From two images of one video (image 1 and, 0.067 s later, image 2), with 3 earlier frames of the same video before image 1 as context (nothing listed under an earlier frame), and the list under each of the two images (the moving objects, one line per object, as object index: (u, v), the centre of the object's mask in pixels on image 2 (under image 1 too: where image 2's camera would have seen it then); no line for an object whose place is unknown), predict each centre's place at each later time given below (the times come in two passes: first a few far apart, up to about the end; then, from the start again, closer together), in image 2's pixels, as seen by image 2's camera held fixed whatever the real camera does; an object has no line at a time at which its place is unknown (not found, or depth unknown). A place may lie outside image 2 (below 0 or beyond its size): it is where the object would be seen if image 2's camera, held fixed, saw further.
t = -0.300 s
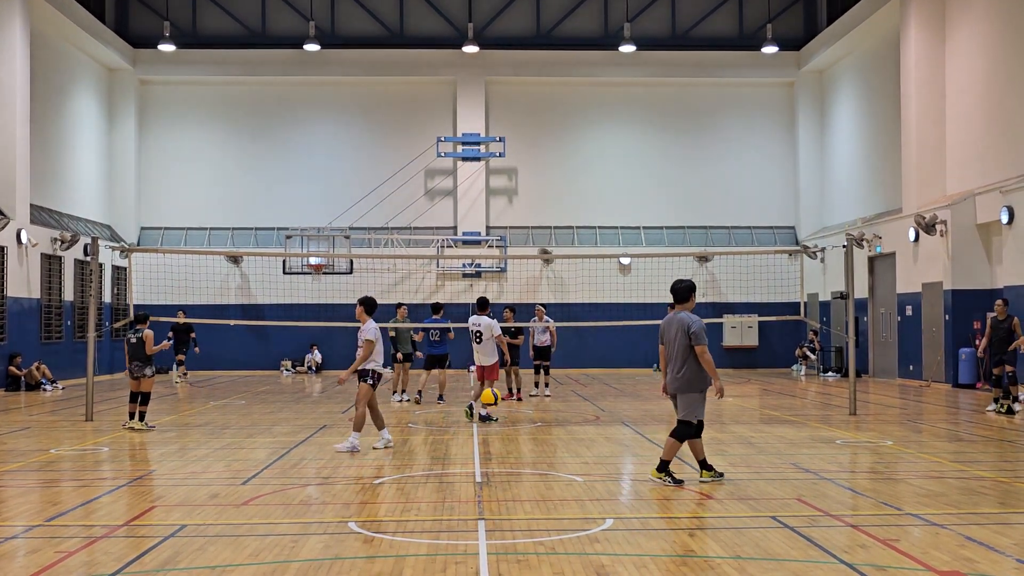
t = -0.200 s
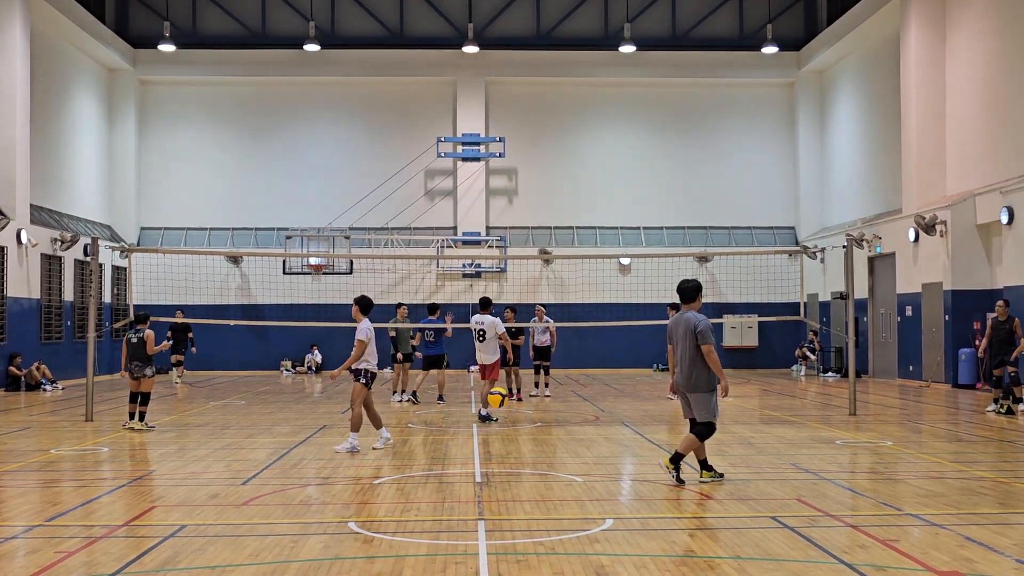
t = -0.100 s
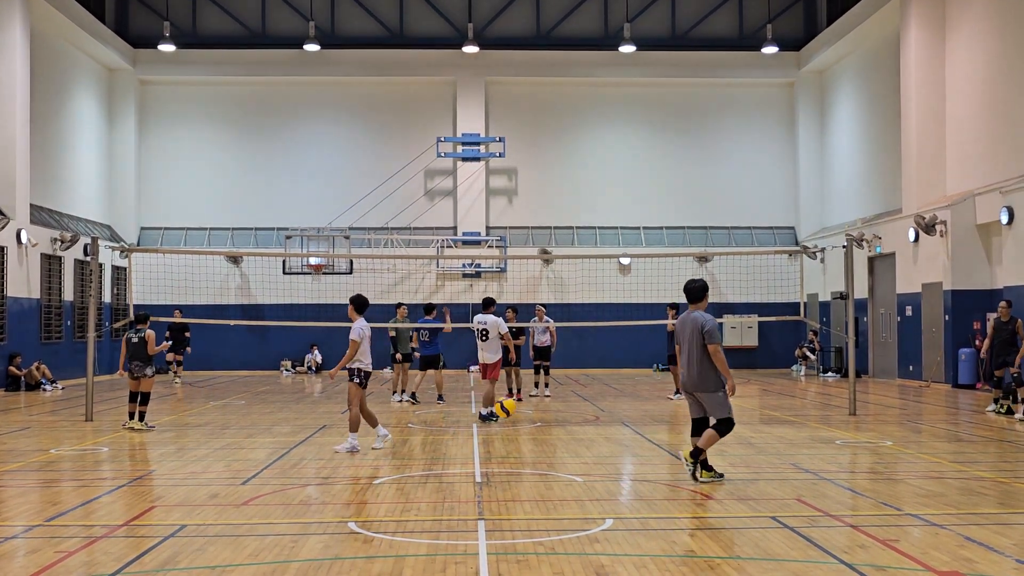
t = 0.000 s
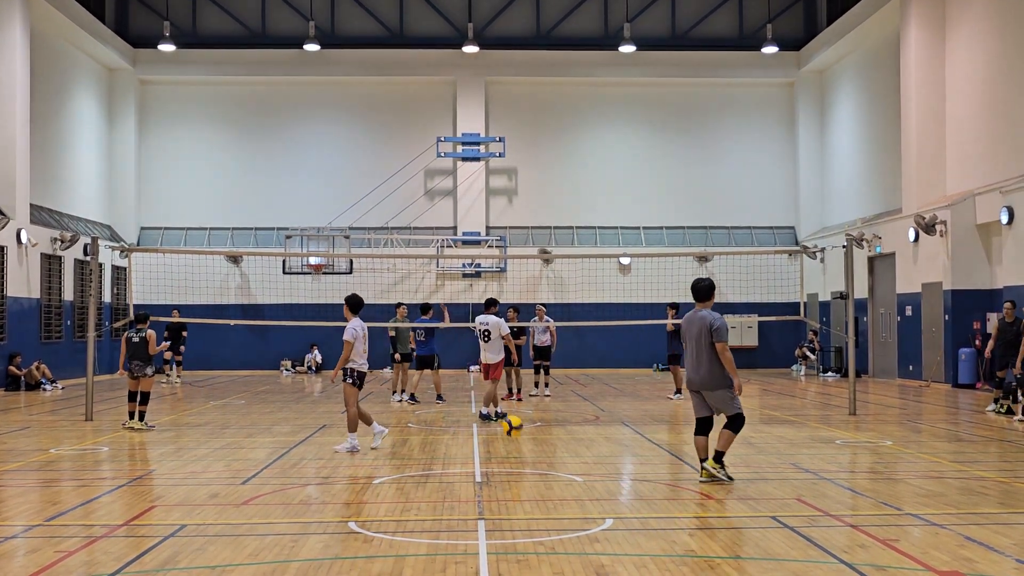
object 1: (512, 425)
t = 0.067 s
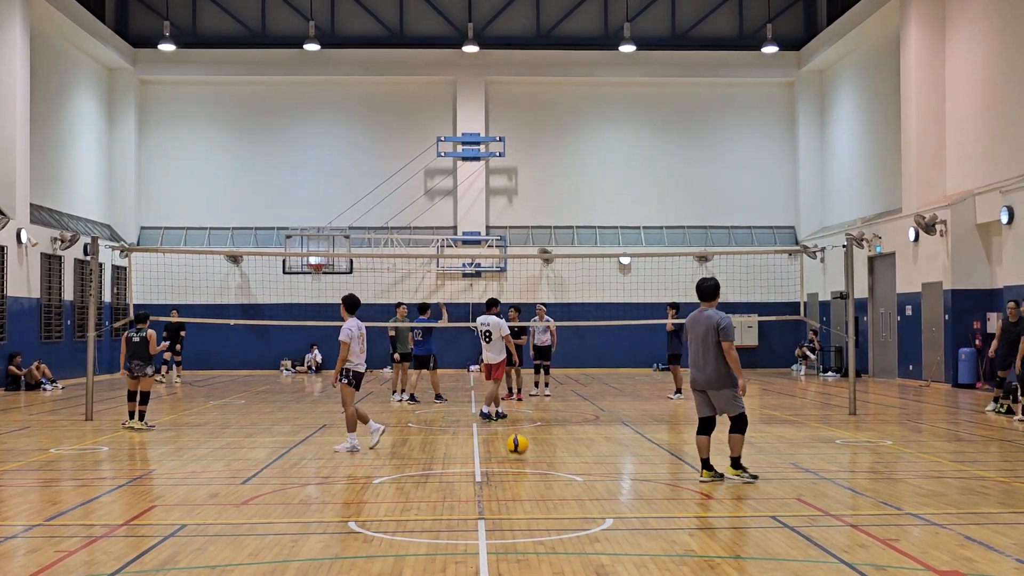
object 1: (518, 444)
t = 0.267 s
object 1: (533, 421)
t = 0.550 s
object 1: (555, 433)
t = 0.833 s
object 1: (579, 431)
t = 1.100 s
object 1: (603, 458)
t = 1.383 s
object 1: (626, 445)
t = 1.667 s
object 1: (649, 450)
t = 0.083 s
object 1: (518, 450)
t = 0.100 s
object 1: (519, 448)
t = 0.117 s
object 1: (521, 444)
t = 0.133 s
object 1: (522, 440)
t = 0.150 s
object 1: (523, 437)
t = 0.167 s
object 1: (524, 434)
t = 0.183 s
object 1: (526, 430)
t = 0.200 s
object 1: (528, 427)
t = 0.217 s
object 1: (529, 425)
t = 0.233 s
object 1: (530, 423)
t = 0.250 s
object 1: (531, 421)
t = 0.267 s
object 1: (533, 421)
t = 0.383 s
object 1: (545, 411)
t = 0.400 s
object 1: (544, 412)
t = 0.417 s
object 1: (545, 415)
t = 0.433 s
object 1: (546, 418)
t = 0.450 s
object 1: (547, 419)
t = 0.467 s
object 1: (548, 421)
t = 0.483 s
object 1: (550, 423)
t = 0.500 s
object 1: (551, 425)
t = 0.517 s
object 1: (552, 427)
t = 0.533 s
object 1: (554, 430)
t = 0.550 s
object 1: (555, 433)
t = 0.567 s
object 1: (557, 436)
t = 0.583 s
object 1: (558, 441)
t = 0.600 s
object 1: (560, 444)
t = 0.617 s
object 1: (561, 449)
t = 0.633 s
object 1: (562, 453)
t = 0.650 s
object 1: (563, 454)
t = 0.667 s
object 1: (565, 451)
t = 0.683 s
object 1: (566, 448)
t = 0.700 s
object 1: (568, 445)
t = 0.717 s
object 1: (569, 442)
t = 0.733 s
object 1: (570, 440)
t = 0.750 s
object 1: (572, 438)
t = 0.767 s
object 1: (573, 436)
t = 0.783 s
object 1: (575, 434)
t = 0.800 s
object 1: (576, 433)
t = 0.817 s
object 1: (578, 432)
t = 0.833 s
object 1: (579, 431)
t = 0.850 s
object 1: (581, 431)
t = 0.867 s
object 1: (582, 431)
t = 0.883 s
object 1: (584, 431)
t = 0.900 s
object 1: (585, 431)
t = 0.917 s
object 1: (586, 431)
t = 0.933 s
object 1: (588, 433)
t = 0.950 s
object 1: (589, 434)
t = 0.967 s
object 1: (591, 435)
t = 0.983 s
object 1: (593, 437)
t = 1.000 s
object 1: (594, 439)
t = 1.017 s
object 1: (596, 442)
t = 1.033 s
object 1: (597, 444)
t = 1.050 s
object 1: (599, 447)
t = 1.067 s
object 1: (600, 451)
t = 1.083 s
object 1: (602, 454)
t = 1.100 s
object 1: (603, 458)
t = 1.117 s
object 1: (605, 459)
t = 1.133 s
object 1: (606, 456)
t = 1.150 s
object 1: (607, 453)
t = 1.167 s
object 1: (609, 451)
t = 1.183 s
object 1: (610, 448)
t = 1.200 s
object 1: (611, 446)
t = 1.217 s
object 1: (613, 445)
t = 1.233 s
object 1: (614, 444)
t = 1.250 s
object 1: (615, 443)
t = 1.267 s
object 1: (617, 442)
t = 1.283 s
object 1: (618, 441)
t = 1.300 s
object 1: (619, 441)
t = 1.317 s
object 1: (620, 442)
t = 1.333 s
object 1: (622, 442)
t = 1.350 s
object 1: (623, 443)
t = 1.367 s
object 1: (624, 443)
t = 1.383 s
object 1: (626, 445)
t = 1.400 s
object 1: (627, 446)
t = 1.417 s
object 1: (629, 448)
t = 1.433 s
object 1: (630, 450)
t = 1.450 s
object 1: (631, 453)
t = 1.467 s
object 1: (633, 456)
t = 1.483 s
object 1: (634, 459)
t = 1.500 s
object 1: (636, 462)
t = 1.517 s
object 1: (637, 463)
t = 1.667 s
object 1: (649, 450)
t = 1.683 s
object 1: (651, 451)
